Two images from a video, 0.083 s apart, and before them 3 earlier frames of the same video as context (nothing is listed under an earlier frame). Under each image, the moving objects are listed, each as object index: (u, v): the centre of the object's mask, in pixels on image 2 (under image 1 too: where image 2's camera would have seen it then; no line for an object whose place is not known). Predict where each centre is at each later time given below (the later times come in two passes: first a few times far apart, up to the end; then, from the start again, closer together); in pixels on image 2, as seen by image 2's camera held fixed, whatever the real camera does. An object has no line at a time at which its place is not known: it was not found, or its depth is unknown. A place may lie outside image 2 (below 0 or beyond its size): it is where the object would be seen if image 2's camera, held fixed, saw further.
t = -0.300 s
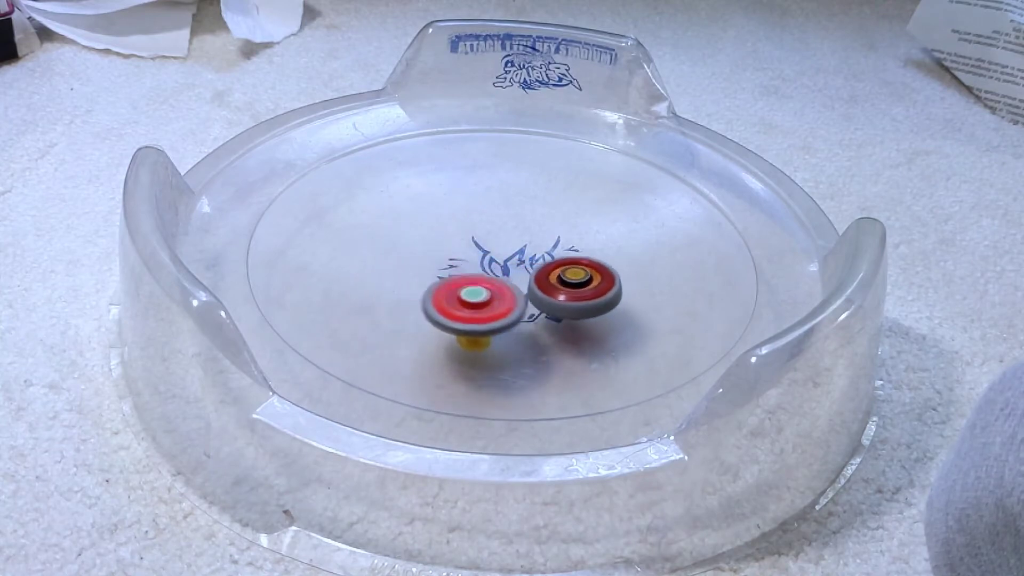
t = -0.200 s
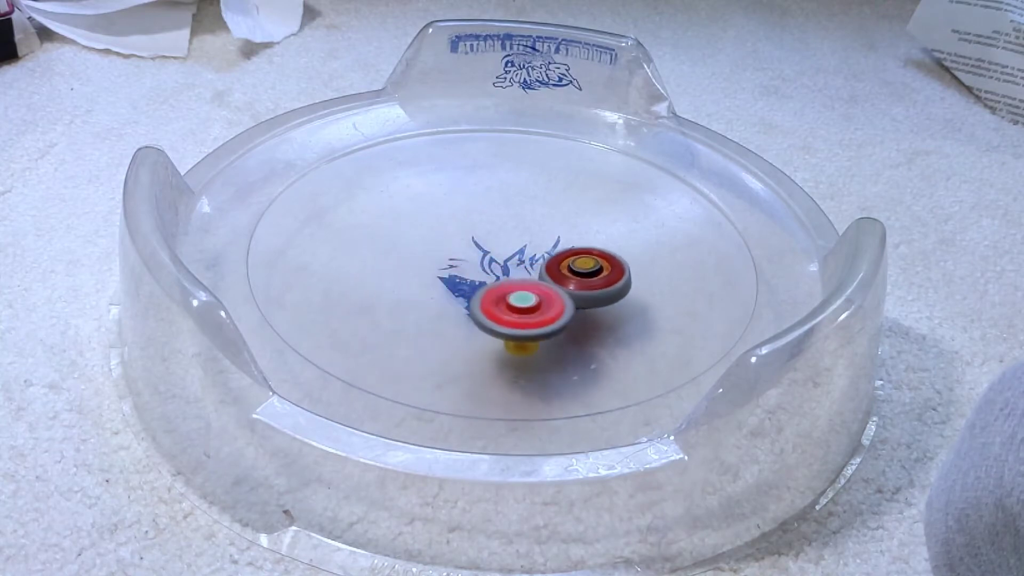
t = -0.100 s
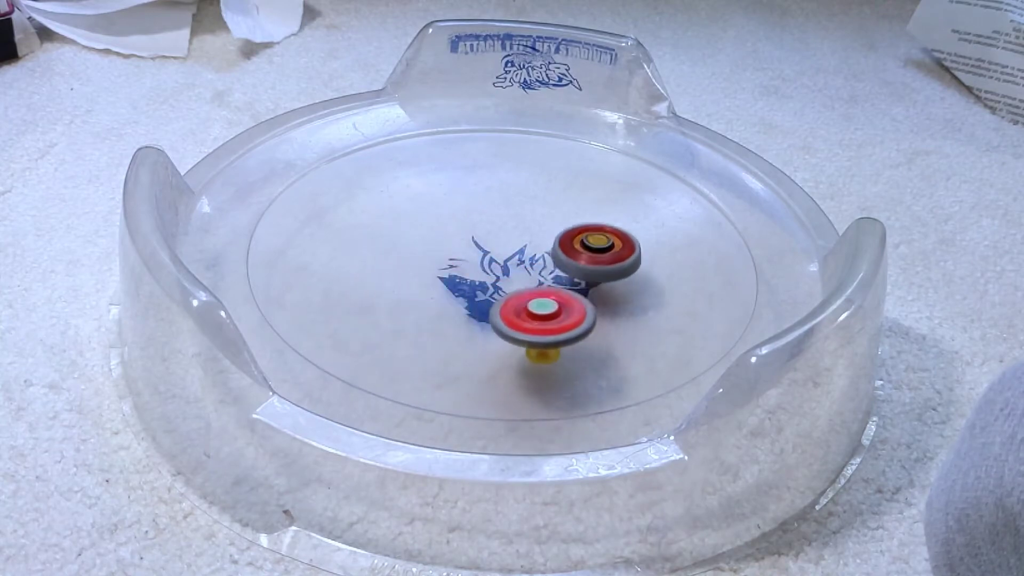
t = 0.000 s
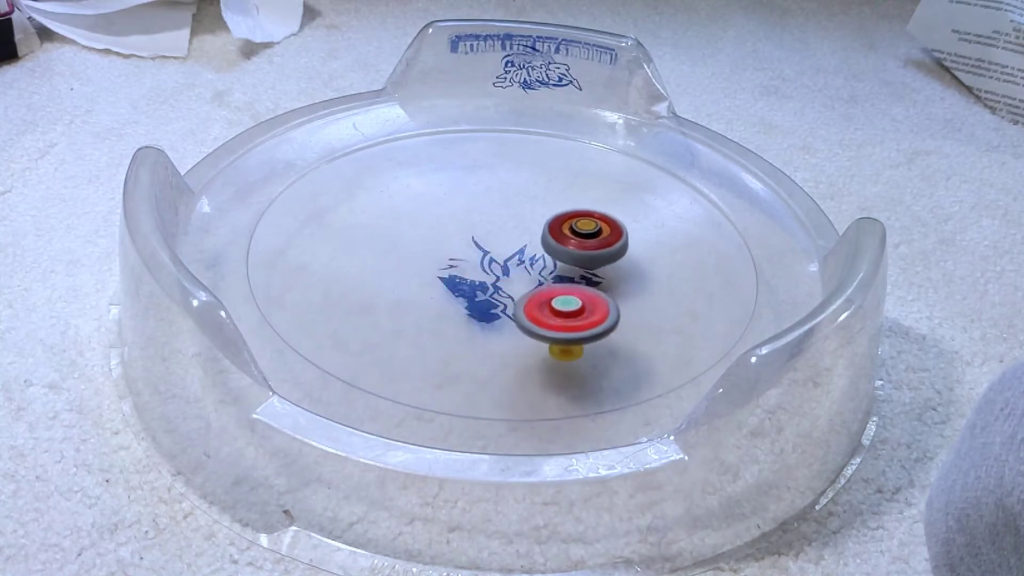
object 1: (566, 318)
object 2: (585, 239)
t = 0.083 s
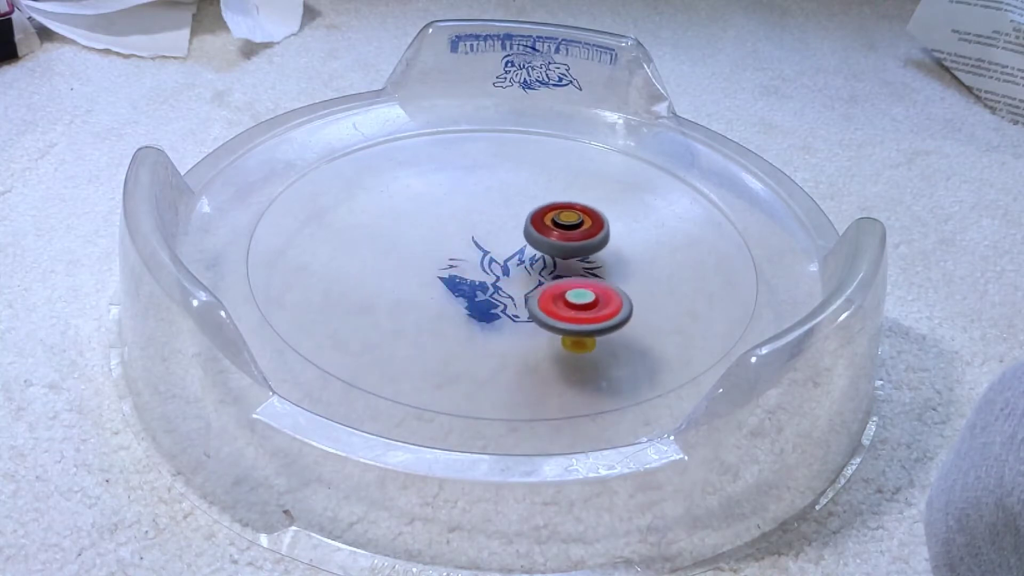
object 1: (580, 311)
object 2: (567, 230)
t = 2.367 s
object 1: (455, 260)
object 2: (543, 245)
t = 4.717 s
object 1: (478, 241)
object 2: (574, 291)
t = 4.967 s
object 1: (482, 249)
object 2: (564, 280)
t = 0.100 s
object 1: (582, 309)
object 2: (563, 229)
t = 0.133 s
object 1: (585, 305)
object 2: (555, 227)
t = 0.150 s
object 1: (585, 303)
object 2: (552, 226)
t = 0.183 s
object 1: (585, 299)
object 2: (544, 225)
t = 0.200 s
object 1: (585, 297)
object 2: (540, 224)
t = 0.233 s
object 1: (583, 292)
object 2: (532, 224)
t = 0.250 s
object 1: (582, 290)
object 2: (528, 223)
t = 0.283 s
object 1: (577, 285)
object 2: (519, 224)
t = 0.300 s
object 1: (574, 283)
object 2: (515, 224)
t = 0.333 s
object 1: (568, 278)
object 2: (506, 224)
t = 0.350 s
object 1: (564, 276)
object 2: (503, 225)
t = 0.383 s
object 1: (555, 271)
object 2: (495, 226)
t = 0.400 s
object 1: (550, 269)
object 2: (491, 226)
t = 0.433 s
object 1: (545, 269)
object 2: (482, 225)
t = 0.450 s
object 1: (543, 268)
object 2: (477, 224)
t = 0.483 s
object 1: (537, 266)
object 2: (469, 225)
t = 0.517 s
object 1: (530, 264)
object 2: (460, 227)
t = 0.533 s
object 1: (530, 265)
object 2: (455, 227)
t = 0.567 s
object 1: (530, 268)
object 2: (443, 226)
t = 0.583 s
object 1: (528, 269)
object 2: (439, 227)
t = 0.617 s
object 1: (523, 268)
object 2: (433, 230)
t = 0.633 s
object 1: (521, 269)
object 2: (431, 232)
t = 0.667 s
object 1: (516, 269)
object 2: (427, 235)
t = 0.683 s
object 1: (513, 269)
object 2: (425, 237)
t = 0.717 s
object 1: (509, 270)
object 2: (421, 241)
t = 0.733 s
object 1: (506, 270)
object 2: (420, 243)
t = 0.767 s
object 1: (518, 276)
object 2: (405, 240)
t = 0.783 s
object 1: (522, 278)
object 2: (399, 240)
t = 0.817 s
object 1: (528, 278)
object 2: (392, 241)
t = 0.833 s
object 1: (530, 278)
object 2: (390, 243)
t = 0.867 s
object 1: (532, 278)
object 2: (388, 248)
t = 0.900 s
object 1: (532, 277)
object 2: (388, 253)
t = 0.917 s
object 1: (532, 277)
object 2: (387, 255)
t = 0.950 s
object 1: (532, 277)
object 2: (388, 260)
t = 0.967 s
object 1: (532, 277)
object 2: (389, 262)
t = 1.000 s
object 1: (532, 277)
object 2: (391, 266)
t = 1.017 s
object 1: (532, 277)
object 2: (392, 268)
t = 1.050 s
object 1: (532, 277)
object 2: (395, 272)
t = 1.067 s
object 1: (532, 277)
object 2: (397, 273)
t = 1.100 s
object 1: (532, 276)
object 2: (401, 277)
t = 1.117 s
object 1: (532, 276)
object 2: (404, 278)
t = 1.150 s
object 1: (531, 275)
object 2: (409, 281)
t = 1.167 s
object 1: (530, 274)
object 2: (412, 282)
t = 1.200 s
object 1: (529, 272)
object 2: (417, 285)
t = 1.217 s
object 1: (528, 272)
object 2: (420, 286)
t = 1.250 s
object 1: (525, 269)
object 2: (427, 288)
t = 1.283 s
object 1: (522, 268)
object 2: (433, 289)
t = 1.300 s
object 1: (521, 267)
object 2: (437, 290)
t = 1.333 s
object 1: (524, 264)
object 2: (436, 292)
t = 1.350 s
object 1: (525, 262)
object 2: (438, 293)
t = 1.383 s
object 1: (523, 258)
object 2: (445, 294)
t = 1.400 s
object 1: (521, 257)
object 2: (448, 294)
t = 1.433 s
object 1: (518, 254)
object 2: (454, 294)
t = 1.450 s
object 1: (515, 252)
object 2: (457, 294)
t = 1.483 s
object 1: (511, 248)
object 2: (464, 295)
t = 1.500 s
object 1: (508, 246)
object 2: (466, 295)
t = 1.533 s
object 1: (504, 242)
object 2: (470, 295)
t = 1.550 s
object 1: (501, 241)
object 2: (472, 294)
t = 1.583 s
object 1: (496, 238)
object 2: (479, 294)
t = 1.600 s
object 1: (492, 237)
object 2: (482, 294)
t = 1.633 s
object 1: (486, 236)
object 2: (486, 293)
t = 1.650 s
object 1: (484, 232)
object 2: (489, 297)
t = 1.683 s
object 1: (479, 223)
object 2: (494, 303)
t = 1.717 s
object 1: (472, 218)
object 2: (500, 304)
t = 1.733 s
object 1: (468, 216)
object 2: (503, 303)
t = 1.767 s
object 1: (460, 215)
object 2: (510, 302)
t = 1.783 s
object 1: (456, 214)
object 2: (513, 301)
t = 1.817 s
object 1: (447, 214)
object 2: (519, 300)
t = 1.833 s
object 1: (443, 214)
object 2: (522, 299)
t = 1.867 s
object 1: (436, 215)
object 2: (527, 296)
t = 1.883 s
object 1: (433, 215)
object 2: (529, 295)
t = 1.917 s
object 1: (427, 217)
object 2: (533, 293)
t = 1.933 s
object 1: (424, 218)
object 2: (535, 291)
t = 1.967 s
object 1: (420, 220)
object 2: (539, 287)
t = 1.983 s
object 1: (418, 222)
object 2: (540, 286)
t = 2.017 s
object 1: (416, 225)
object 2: (542, 283)
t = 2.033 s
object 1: (415, 227)
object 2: (544, 281)
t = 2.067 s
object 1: (415, 231)
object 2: (545, 277)
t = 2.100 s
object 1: (416, 236)
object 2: (546, 273)
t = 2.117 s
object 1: (418, 238)
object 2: (546, 271)
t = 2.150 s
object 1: (422, 243)
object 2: (546, 267)
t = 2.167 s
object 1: (425, 246)
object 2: (546, 265)
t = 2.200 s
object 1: (432, 249)
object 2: (545, 261)
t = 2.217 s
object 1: (435, 251)
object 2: (544, 260)
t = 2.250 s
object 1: (443, 253)
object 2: (542, 256)
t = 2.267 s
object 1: (447, 255)
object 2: (541, 255)
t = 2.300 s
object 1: (451, 257)
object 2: (542, 251)
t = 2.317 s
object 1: (453, 258)
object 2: (542, 250)
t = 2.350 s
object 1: (456, 259)
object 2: (542, 247)
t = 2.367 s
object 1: (455, 260)
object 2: (543, 245)
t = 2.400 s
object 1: (447, 264)
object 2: (552, 239)
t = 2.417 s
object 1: (445, 265)
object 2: (555, 236)
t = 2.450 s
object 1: (447, 267)
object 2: (555, 232)
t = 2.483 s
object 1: (452, 269)
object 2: (552, 229)
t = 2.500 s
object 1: (454, 270)
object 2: (550, 227)
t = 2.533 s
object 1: (458, 272)
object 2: (547, 224)
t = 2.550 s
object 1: (460, 272)
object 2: (545, 222)
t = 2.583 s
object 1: (466, 274)
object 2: (541, 220)
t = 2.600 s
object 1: (468, 275)
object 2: (539, 218)
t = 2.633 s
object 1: (474, 275)
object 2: (536, 216)
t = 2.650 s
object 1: (477, 275)
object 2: (534, 216)
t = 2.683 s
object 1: (483, 275)
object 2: (529, 214)
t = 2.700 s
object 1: (485, 275)
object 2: (527, 214)
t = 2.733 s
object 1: (490, 275)
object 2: (523, 212)
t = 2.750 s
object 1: (493, 275)
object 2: (521, 212)
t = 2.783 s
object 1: (499, 274)
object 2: (516, 212)
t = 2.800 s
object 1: (501, 273)
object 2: (514, 211)
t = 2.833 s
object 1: (506, 272)
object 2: (509, 211)
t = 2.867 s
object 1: (510, 271)
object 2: (505, 211)
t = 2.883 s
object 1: (512, 270)
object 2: (503, 211)
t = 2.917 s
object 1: (517, 269)
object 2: (497, 211)
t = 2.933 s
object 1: (519, 268)
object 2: (496, 211)
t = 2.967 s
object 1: (523, 266)
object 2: (491, 212)
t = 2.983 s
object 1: (525, 264)
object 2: (489, 212)
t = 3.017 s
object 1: (528, 262)
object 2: (484, 213)
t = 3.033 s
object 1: (529, 260)
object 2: (481, 214)
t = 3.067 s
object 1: (536, 261)
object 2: (477, 214)
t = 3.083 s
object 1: (539, 261)
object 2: (474, 214)
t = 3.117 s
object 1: (541, 258)
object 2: (470, 215)
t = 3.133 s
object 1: (542, 256)
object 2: (468, 216)
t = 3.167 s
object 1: (544, 253)
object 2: (465, 219)
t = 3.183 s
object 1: (544, 251)
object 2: (463, 220)
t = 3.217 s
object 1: (545, 247)
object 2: (459, 224)
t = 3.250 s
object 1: (544, 243)
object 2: (456, 227)
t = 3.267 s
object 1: (545, 242)
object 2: (455, 229)
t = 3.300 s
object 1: (545, 240)
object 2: (453, 232)
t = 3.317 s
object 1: (549, 240)
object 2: (449, 233)
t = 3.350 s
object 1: (552, 239)
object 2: (447, 236)
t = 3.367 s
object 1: (552, 238)
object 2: (447, 238)
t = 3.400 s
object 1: (552, 237)
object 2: (447, 242)
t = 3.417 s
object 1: (551, 236)
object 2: (448, 244)
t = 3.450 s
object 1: (549, 235)
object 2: (449, 248)
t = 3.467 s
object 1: (549, 235)
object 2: (450, 250)
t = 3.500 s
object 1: (547, 234)
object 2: (452, 254)
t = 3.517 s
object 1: (546, 234)
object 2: (453, 255)
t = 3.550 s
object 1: (544, 233)
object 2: (455, 258)
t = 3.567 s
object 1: (543, 233)
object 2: (456, 260)
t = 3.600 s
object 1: (540, 233)
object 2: (458, 263)
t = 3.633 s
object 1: (537, 234)
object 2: (462, 266)
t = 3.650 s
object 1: (536, 234)
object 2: (463, 267)
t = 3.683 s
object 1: (537, 231)
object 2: (462, 271)
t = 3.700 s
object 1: (538, 230)
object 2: (460, 274)
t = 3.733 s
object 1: (537, 230)
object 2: (462, 276)
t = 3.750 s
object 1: (536, 230)
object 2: (463, 278)
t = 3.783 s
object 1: (531, 230)
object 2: (468, 281)
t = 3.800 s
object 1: (529, 230)
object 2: (470, 282)
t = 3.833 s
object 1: (525, 231)
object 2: (476, 284)
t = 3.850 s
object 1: (524, 231)
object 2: (479, 285)
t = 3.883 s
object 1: (523, 232)
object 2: (485, 286)
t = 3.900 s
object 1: (522, 233)
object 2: (487, 287)
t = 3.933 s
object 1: (522, 234)
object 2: (492, 288)
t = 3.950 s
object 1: (522, 234)
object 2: (494, 289)
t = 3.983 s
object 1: (522, 235)
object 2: (500, 291)
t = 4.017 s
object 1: (526, 233)
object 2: (502, 296)
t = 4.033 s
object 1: (528, 232)
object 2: (503, 298)
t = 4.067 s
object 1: (531, 231)
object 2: (506, 300)
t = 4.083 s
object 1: (530, 231)
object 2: (509, 301)
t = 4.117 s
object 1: (527, 232)
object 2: (515, 302)
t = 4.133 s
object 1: (525, 232)
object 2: (518, 302)
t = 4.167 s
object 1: (521, 233)
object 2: (523, 302)
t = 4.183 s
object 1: (519, 234)
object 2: (526, 302)
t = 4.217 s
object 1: (515, 235)
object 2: (531, 302)
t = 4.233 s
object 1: (514, 236)
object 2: (533, 302)
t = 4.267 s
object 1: (512, 237)
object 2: (537, 301)
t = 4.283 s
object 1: (512, 238)
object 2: (539, 300)
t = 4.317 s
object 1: (511, 239)
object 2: (542, 299)
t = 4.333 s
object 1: (512, 240)
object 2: (543, 298)
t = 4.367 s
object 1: (512, 241)
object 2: (546, 296)
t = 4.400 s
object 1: (511, 239)
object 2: (551, 299)
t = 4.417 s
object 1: (508, 235)
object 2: (554, 302)
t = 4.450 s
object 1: (504, 229)
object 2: (559, 305)
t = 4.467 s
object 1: (503, 228)
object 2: (561, 305)
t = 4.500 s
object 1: (499, 229)
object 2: (565, 303)
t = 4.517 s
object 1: (497, 230)
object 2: (567, 302)
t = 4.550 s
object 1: (493, 232)
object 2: (570, 301)
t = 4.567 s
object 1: (491, 233)
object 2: (571, 300)
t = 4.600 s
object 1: (488, 235)
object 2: (572, 298)
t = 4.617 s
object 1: (486, 236)
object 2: (573, 297)
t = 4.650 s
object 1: (483, 237)
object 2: (574, 295)
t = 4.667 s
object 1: (481, 238)
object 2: (575, 294)
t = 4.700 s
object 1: (479, 240)
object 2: (574, 292)
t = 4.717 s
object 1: (478, 241)
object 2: (574, 291)
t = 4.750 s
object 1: (477, 243)
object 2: (573, 288)
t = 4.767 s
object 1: (477, 244)
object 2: (572, 287)
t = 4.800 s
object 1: (479, 247)
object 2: (571, 285)
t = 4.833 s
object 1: (482, 249)
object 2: (568, 283)
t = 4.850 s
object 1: (484, 250)
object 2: (567, 282)
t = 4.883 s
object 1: (482, 251)
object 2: (567, 282)
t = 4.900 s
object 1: (482, 250)
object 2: (566, 282)
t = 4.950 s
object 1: (482, 250)
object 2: (565, 280)
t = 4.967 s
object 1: (482, 249)
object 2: (564, 280)
